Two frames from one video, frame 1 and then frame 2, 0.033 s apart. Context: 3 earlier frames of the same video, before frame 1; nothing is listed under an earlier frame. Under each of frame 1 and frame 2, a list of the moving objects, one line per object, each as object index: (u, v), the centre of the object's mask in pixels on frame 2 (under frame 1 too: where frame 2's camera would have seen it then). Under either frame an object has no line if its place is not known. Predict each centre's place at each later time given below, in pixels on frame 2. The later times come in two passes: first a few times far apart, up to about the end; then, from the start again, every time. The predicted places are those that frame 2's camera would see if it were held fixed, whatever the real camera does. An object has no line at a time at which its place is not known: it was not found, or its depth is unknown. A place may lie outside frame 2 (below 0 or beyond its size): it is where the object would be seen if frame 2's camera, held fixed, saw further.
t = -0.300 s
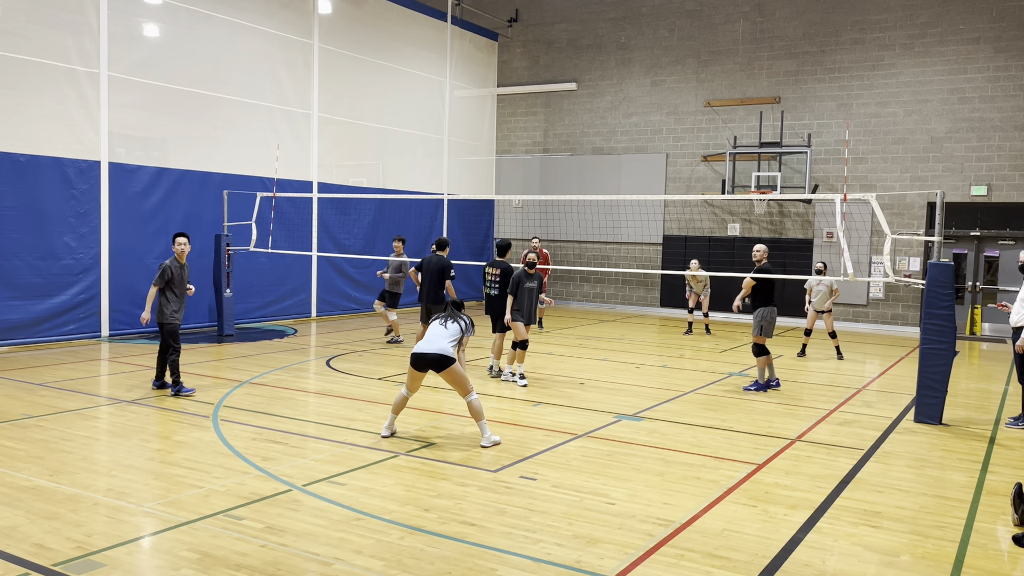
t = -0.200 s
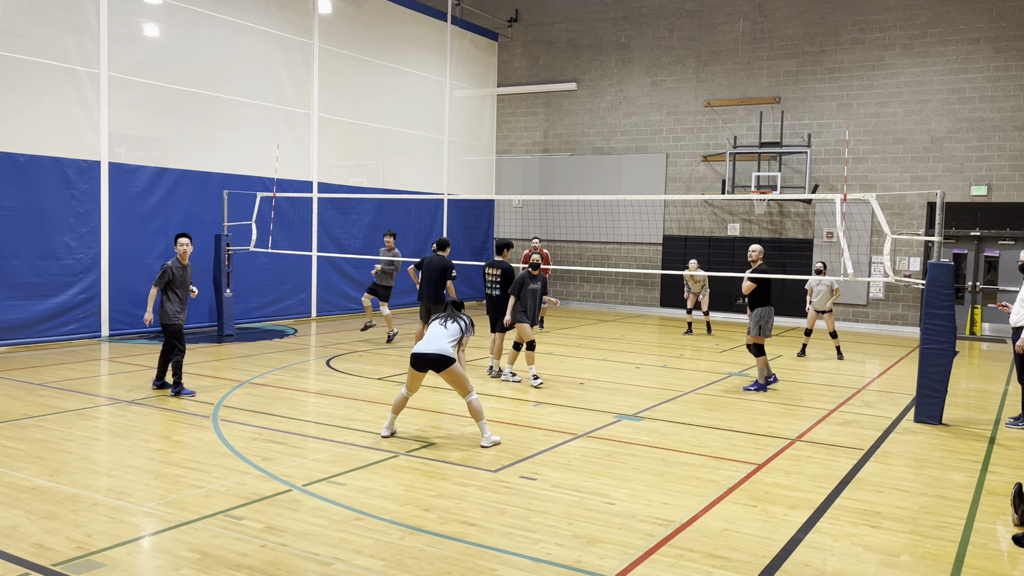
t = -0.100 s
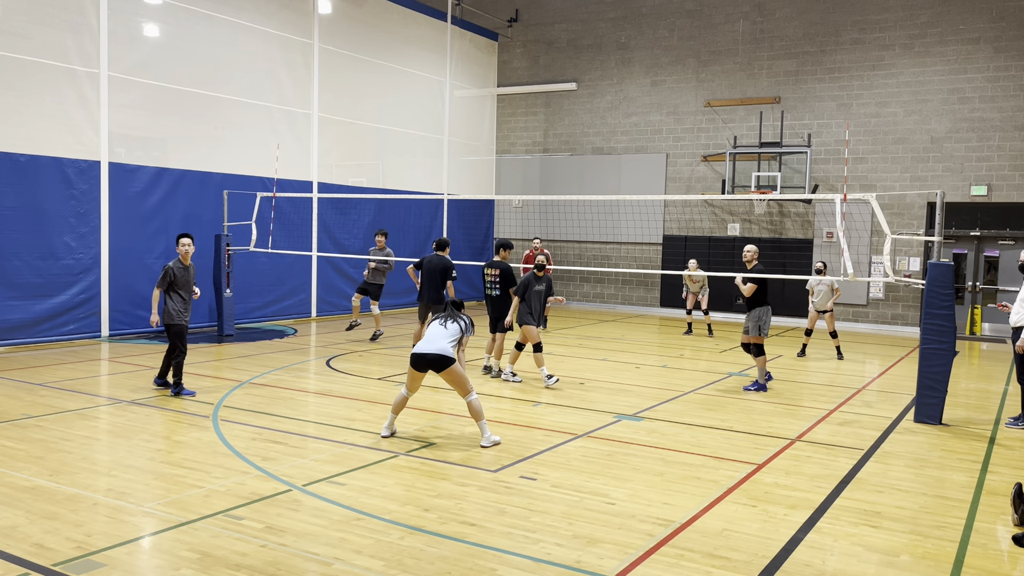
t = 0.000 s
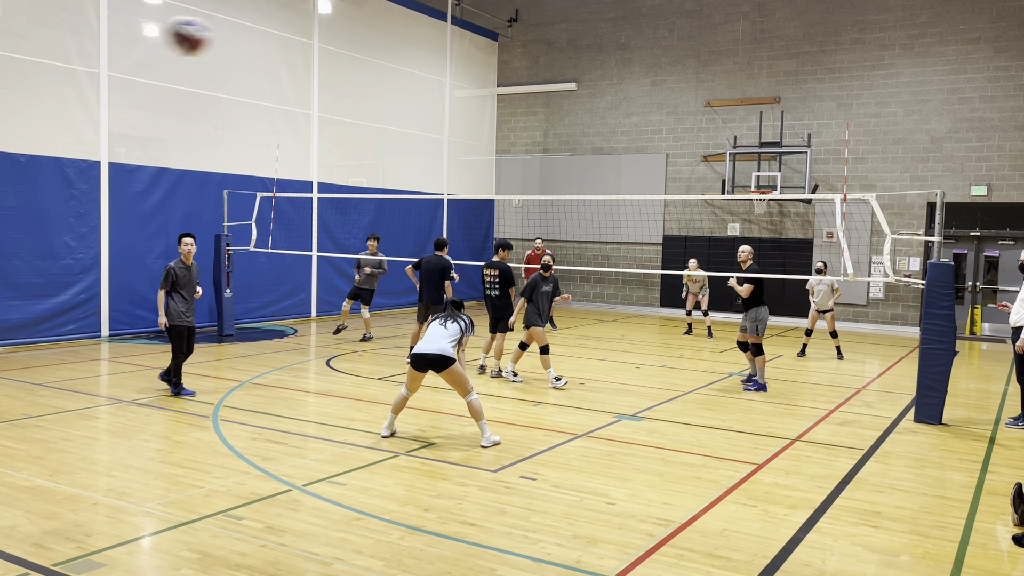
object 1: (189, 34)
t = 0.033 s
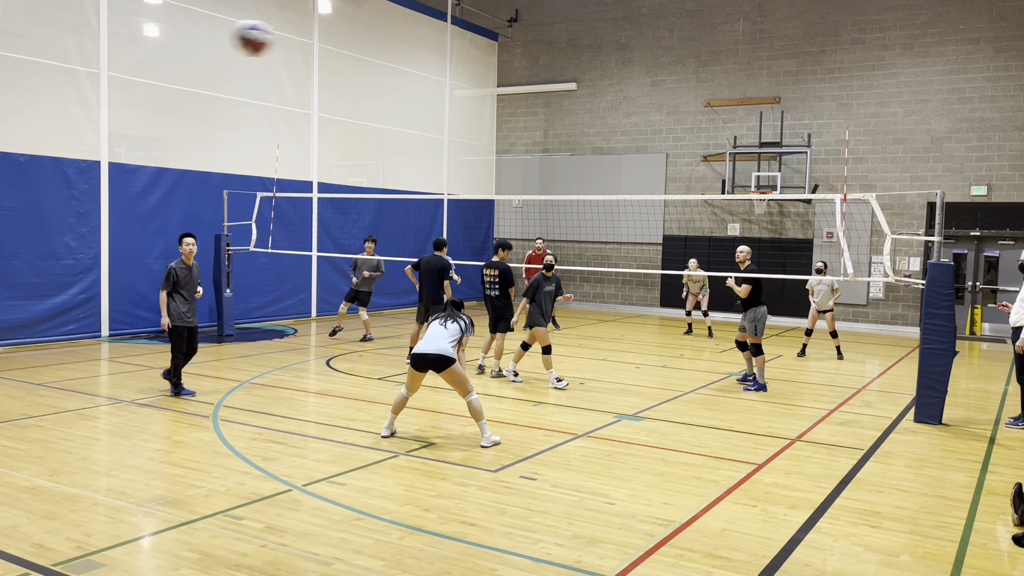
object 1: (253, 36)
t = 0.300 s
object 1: (539, 86)
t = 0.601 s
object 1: (667, 169)
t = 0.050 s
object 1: (282, 38)
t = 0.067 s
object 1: (308, 39)
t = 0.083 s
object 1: (333, 41)
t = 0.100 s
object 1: (355, 43)
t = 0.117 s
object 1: (376, 46)
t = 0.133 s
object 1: (395, 49)
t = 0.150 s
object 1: (414, 52)
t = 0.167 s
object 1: (431, 55)
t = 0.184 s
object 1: (447, 59)
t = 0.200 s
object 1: (462, 62)
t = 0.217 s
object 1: (477, 66)
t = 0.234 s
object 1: (491, 70)
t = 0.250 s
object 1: (504, 74)
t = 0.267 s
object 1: (516, 78)
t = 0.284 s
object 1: (527, 81)
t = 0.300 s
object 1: (539, 86)
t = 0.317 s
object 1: (549, 90)
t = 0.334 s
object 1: (560, 95)
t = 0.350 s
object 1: (569, 99)
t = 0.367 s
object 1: (579, 104)
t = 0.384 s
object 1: (588, 108)
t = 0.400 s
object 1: (596, 113)
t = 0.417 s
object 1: (604, 118)
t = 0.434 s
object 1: (611, 122)
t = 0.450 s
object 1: (618, 126)
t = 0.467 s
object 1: (625, 131)
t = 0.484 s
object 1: (631, 136)
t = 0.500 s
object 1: (637, 140)
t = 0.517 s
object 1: (643, 145)
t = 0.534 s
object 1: (648, 150)
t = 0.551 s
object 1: (653, 154)
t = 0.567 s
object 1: (658, 159)
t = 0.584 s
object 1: (662, 164)
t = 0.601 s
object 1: (667, 169)
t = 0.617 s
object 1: (671, 174)
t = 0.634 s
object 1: (674, 179)
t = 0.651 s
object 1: (679, 184)
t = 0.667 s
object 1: (682, 188)
